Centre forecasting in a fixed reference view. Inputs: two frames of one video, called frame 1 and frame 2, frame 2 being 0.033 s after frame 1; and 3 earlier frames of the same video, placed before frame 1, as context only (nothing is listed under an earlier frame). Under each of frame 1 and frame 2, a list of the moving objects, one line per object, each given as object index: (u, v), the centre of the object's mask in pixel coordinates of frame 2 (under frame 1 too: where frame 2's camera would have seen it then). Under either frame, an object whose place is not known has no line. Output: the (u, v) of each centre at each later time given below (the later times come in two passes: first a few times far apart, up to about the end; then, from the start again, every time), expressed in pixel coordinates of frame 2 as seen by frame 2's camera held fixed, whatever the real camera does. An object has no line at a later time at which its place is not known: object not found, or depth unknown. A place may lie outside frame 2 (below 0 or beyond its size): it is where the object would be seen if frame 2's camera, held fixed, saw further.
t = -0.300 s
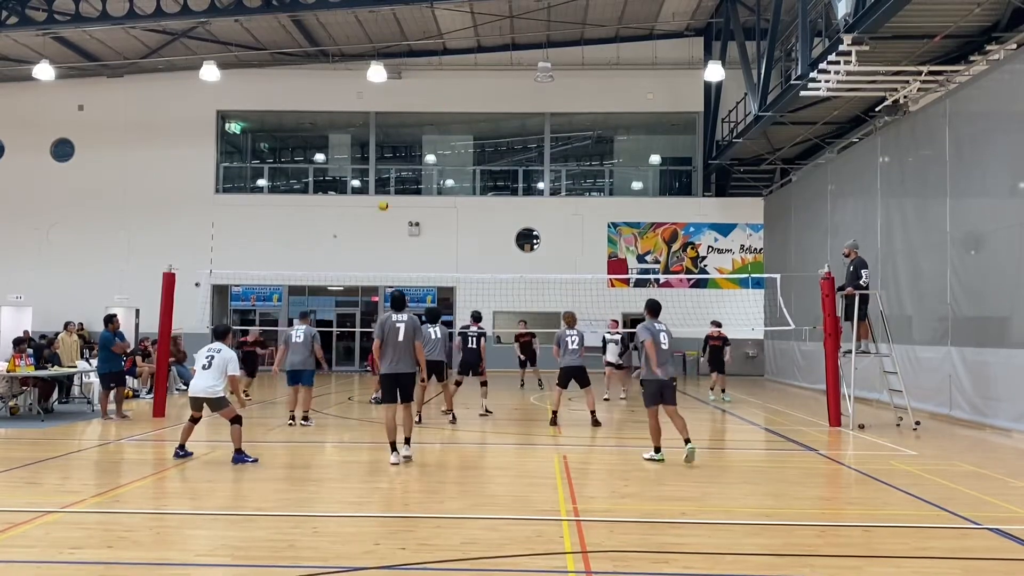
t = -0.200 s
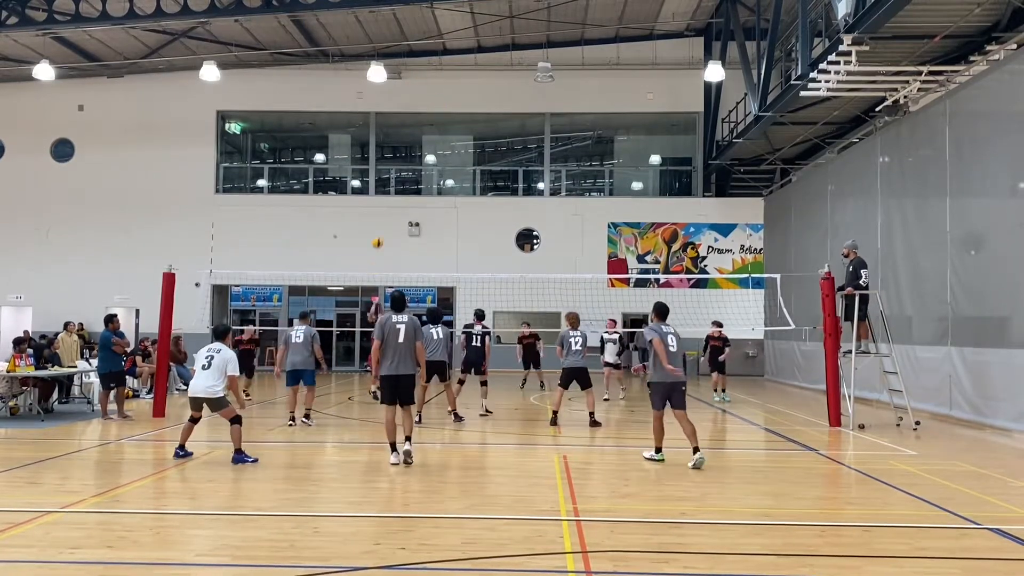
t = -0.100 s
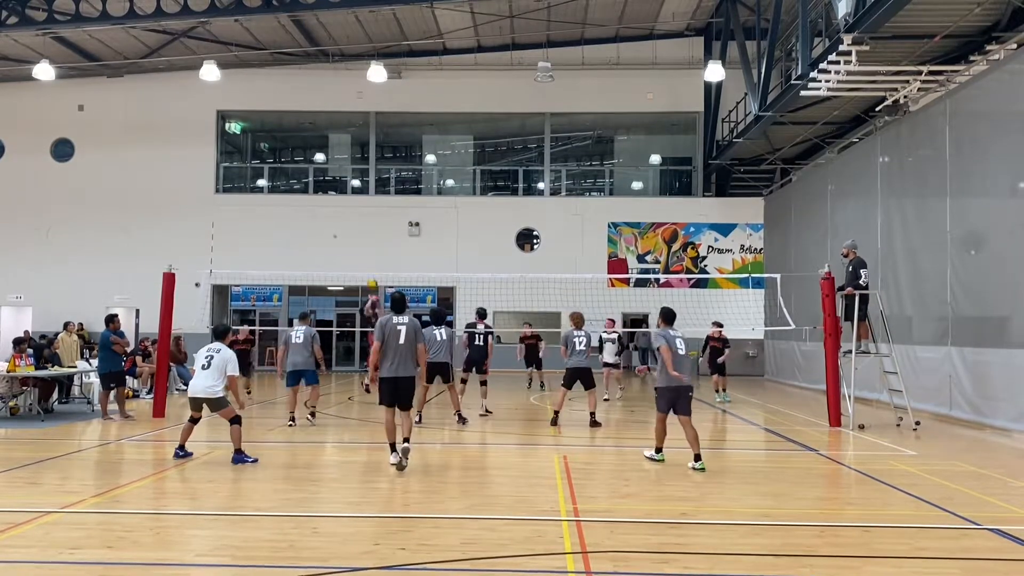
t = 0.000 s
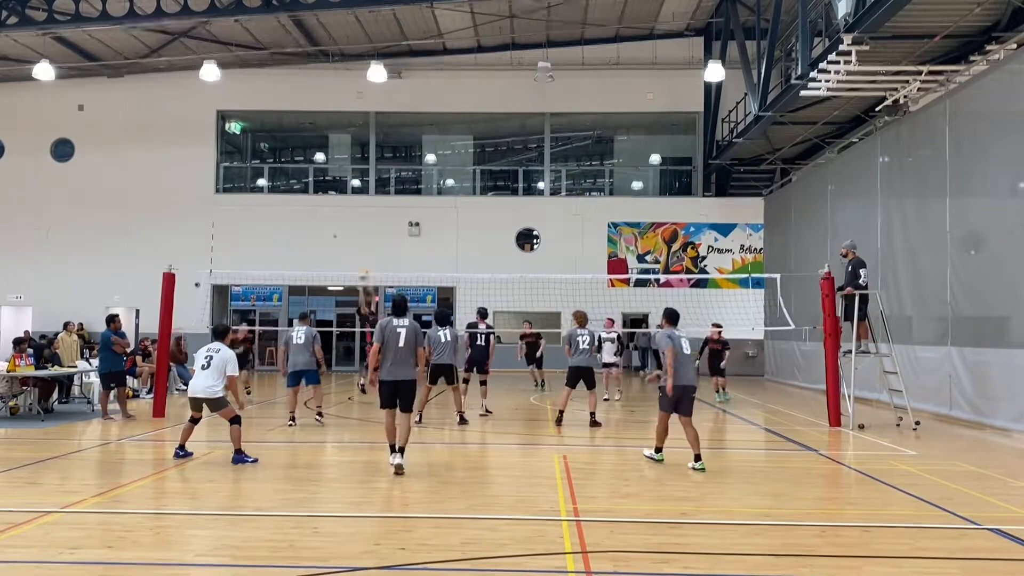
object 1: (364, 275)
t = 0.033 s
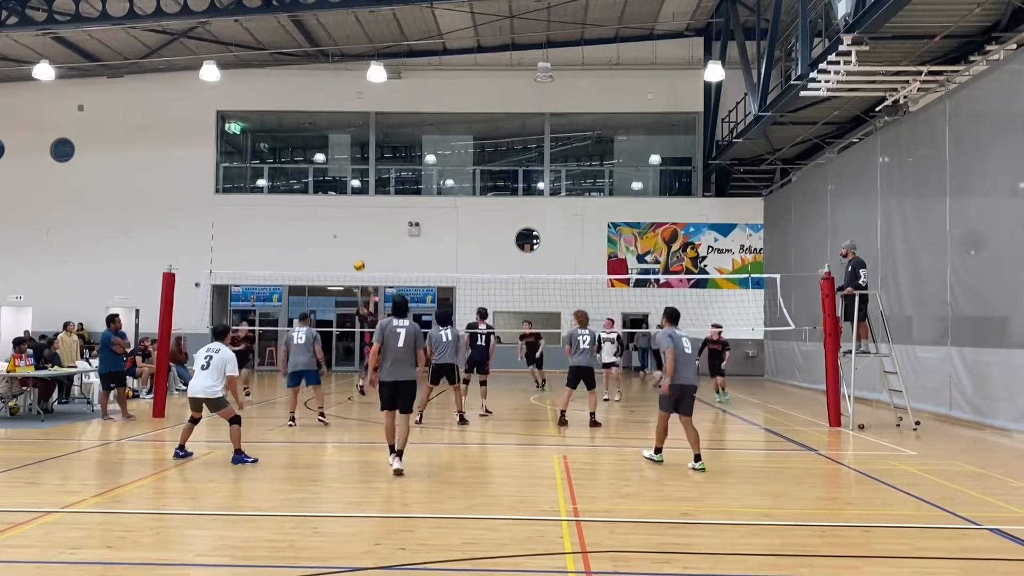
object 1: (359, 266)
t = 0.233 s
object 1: (337, 221)
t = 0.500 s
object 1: (307, 193)
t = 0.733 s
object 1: (281, 198)
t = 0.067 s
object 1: (355, 257)
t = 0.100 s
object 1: (352, 249)
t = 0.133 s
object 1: (348, 241)
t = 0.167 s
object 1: (344, 234)
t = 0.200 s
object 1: (340, 227)
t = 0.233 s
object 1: (337, 221)
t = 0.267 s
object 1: (333, 216)
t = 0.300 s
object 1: (329, 211)
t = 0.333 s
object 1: (325, 206)
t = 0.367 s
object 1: (322, 202)
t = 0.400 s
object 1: (318, 199)
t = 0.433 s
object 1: (314, 197)
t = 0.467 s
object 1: (310, 194)
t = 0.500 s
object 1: (307, 193)
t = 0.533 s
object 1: (302, 191)
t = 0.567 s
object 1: (299, 191)
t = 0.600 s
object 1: (295, 192)
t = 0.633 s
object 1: (292, 192)
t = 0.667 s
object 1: (287, 193)
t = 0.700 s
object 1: (284, 195)
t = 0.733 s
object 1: (281, 198)
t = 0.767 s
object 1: (277, 201)
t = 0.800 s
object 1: (273, 204)
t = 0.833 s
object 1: (269, 208)
